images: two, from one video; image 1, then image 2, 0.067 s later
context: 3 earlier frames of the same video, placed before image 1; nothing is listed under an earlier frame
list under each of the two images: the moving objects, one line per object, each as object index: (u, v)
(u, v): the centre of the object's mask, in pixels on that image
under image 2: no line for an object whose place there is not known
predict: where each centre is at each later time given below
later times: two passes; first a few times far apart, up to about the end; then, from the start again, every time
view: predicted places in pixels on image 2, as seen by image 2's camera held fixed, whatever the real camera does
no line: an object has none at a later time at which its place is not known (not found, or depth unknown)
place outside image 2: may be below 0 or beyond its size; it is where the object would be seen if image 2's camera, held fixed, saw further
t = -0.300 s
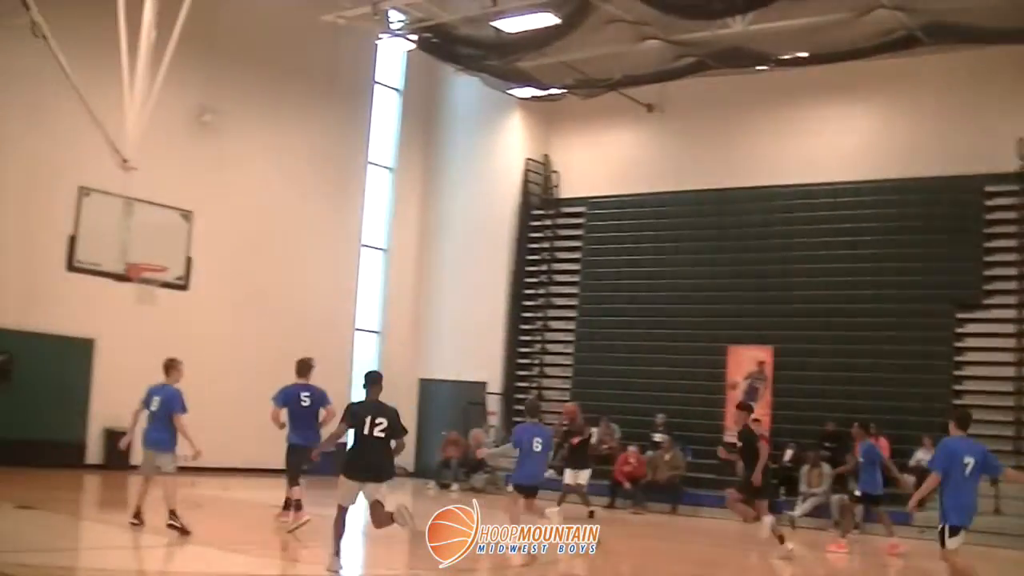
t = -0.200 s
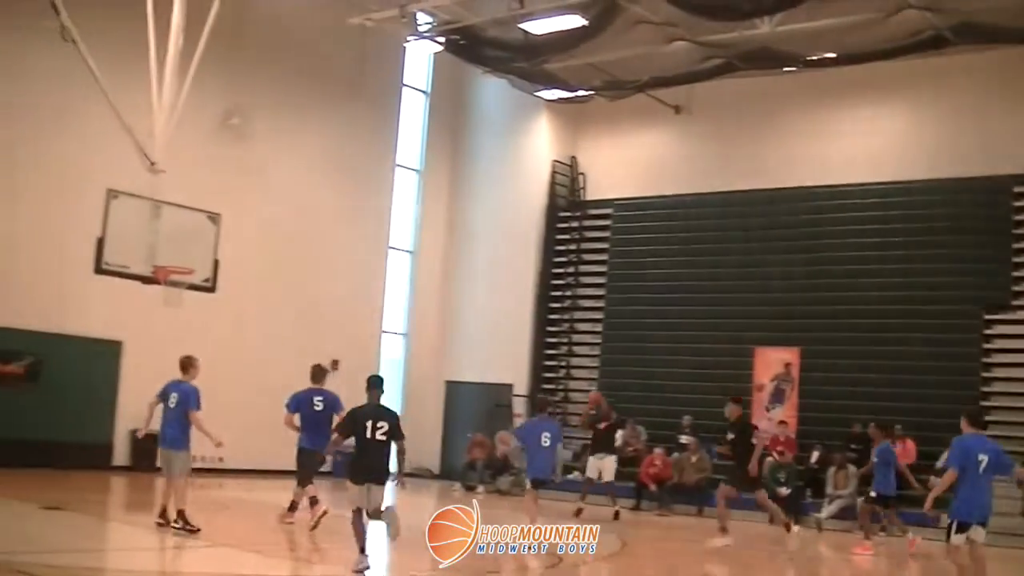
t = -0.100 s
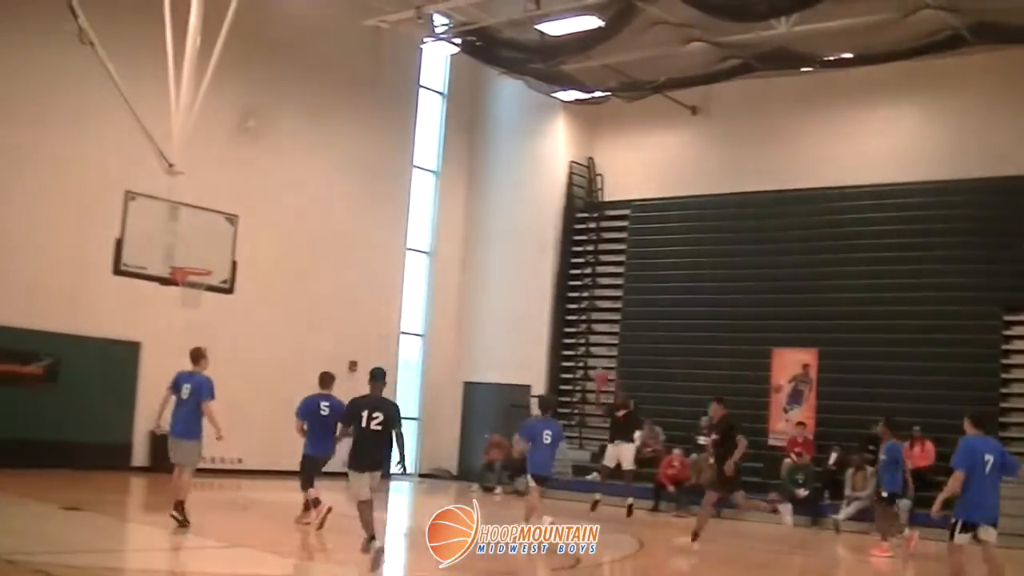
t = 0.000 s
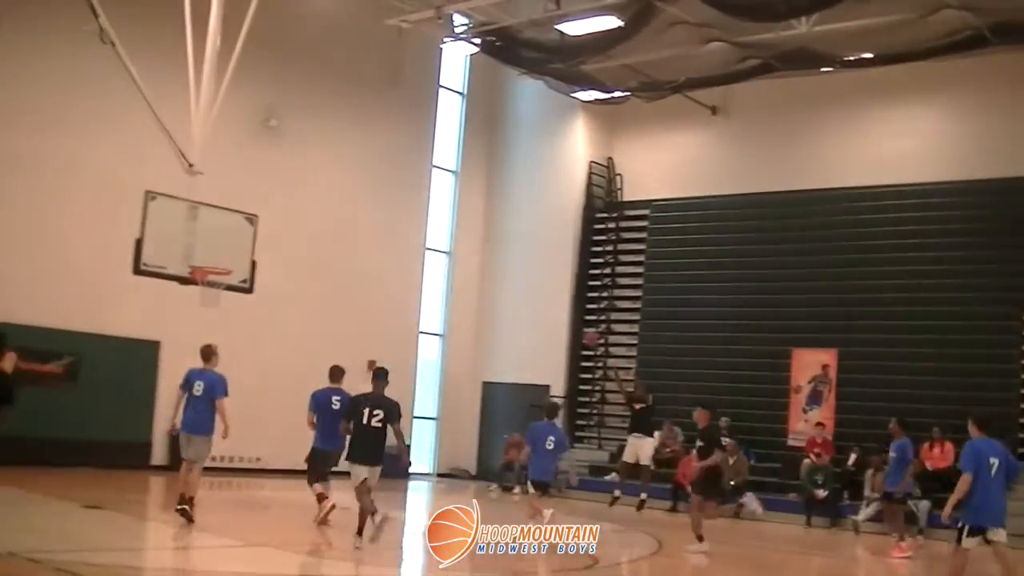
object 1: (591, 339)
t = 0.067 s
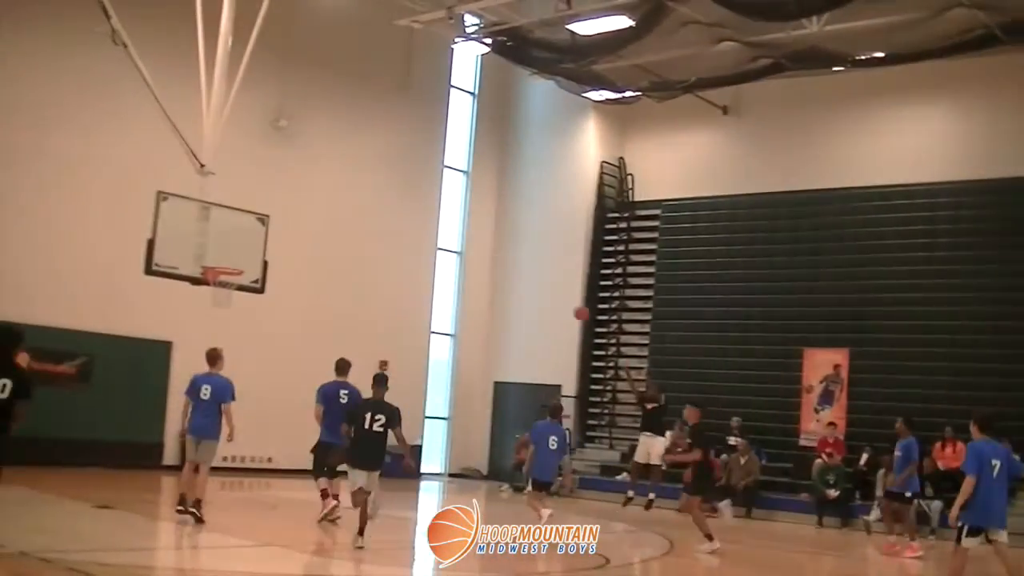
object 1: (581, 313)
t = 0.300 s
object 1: (504, 248)
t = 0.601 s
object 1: (396, 216)
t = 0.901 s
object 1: (276, 247)
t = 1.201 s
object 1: (227, 223)
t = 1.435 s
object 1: (205, 218)
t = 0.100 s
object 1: (571, 301)
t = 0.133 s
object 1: (560, 291)
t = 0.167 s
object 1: (549, 281)
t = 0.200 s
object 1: (538, 272)
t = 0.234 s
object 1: (526, 263)
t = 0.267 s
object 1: (515, 255)
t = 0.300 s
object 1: (504, 248)
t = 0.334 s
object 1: (492, 242)
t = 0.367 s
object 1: (480, 236)
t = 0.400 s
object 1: (469, 231)
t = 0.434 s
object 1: (458, 227)
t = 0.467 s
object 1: (445, 223)
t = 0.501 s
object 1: (433, 220)
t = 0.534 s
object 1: (420, 218)
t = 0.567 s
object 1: (409, 217)
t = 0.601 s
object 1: (396, 216)
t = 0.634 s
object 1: (384, 216)
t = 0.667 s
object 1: (371, 217)
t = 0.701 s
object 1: (358, 219)
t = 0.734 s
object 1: (344, 221)
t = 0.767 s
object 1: (331, 225)
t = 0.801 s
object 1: (318, 229)
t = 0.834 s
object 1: (304, 234)
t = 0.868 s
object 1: (290, 240)
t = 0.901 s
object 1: (276, 247)
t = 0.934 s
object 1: (262, 255)
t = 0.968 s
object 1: (247, 263)
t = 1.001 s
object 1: (243, 259)
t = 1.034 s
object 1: (240, 251)
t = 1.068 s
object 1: (238, 244)
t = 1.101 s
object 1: (235, 237)
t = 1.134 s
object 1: (232, 232)
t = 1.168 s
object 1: (230, 227)
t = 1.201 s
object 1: (227, 223)
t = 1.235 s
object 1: (224, 220)
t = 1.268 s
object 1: (221, 218)
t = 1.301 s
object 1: (218, 216)
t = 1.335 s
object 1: (214, 215)
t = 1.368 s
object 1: (211, 216)
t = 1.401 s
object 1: (208, 217)
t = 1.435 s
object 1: (205, 218)
